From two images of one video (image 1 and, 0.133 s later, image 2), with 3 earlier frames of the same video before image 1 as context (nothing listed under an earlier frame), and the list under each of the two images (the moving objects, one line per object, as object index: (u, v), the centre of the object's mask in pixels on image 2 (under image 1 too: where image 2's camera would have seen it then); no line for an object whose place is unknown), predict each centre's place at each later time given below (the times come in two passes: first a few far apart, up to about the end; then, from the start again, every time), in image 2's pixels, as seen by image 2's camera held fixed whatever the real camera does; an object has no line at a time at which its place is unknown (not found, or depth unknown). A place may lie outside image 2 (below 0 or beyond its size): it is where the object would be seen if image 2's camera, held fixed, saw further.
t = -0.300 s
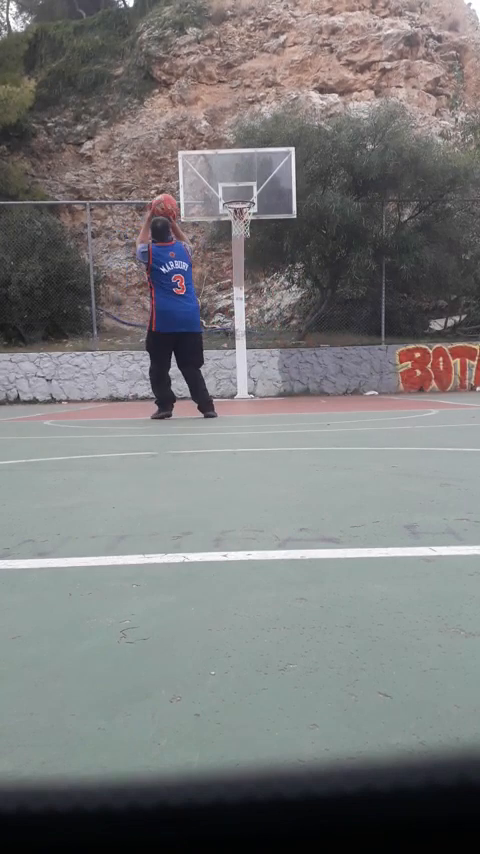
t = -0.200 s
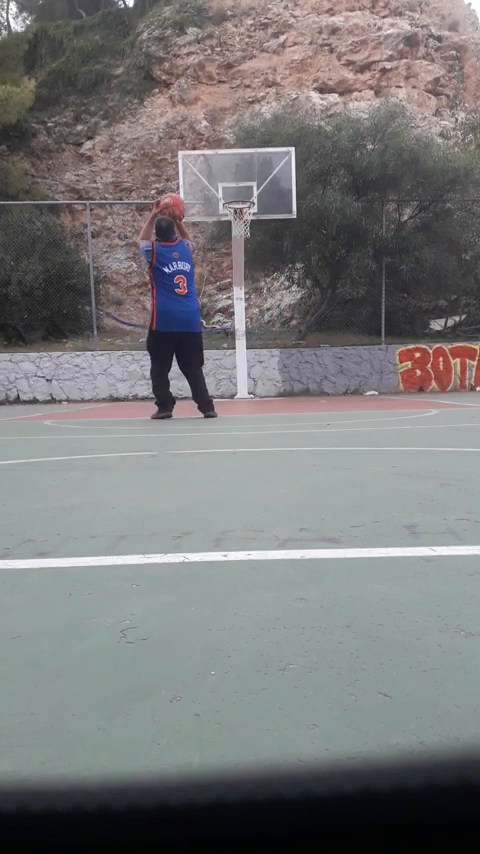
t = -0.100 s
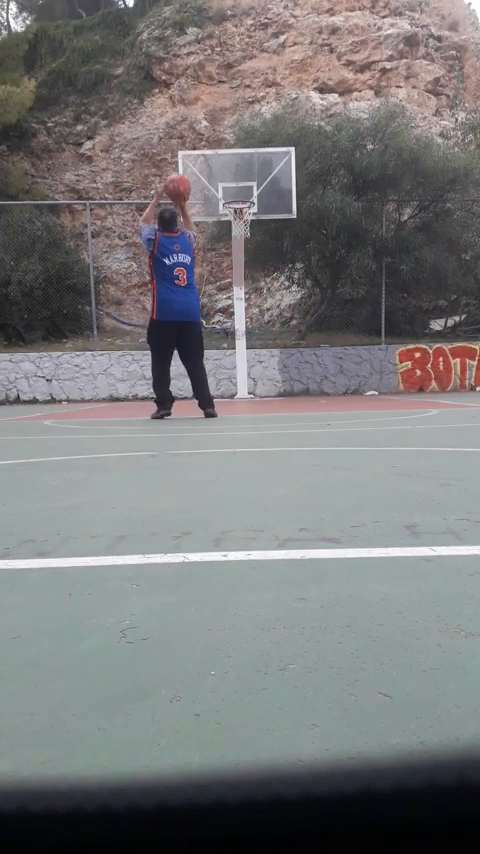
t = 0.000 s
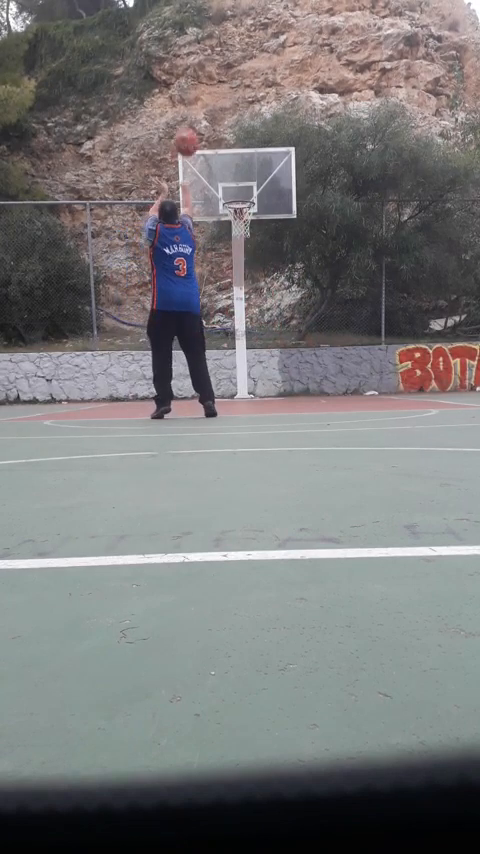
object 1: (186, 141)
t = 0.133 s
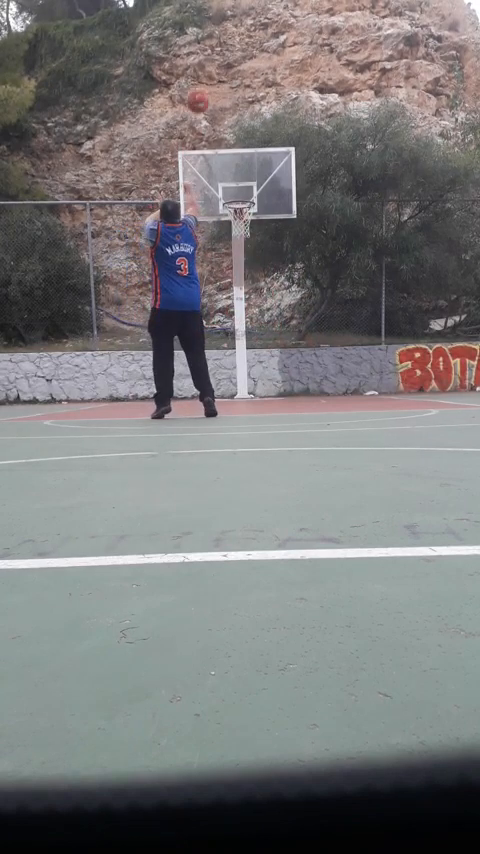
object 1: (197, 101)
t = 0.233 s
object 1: (205, 83)
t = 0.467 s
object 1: (222, 82)
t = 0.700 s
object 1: (237, 121)
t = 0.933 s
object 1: (250, 187)
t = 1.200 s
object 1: (232, 162)
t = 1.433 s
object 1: (216, 154)
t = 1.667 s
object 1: (201, 186)
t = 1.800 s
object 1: (193, 221)
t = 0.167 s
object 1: (200, 93)
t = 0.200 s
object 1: (203, 87)
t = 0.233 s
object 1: (205, 83)
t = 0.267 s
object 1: (207, 80)
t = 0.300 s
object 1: (210, 77)
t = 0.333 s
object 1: (213, 76)
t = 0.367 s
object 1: (215, 76)
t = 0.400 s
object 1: (217, 77)
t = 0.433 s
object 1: (220, 79)
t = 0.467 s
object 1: (222, 82)
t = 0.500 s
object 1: (224, 85)
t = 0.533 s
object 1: (227, 89)
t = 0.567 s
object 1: (229, 95)
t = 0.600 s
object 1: (231, 101)
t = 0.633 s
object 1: (233, 107)
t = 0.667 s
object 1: (235, 113)
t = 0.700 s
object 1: (237, 121)
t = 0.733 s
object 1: (240, 129)
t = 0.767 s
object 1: (241, 137)
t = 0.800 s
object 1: (243, 146)
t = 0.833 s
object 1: (245, 157)
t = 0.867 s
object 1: (247, 167)
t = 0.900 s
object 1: (248, 176)
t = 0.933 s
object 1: (250, 187)
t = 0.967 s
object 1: (251, 196)
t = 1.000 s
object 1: (248, 189)
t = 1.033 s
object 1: (246, 183)
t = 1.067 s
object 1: (242, 177)
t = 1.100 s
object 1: (239, 173)
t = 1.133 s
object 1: (237, 168)
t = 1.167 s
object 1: (234, 165)
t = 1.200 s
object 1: (232, 162)
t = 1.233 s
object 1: (230, 158)
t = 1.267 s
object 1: (227, 156)
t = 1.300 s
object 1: (225, 153)
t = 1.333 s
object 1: (223, 153)
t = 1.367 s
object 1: (220, 153)
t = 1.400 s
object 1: (218, 153)
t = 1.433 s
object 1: (216, 154)
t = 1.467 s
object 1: (214, 157)
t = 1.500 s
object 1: (212, 160)
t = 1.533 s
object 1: (210, 164)
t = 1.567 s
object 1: (207, 168)
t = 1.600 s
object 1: (205, 173)
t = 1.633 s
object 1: (203, 179)
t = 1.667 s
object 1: (201, 186)
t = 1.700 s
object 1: (200, 193)
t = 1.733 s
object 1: (197, 202)
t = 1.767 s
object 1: (196, 211)
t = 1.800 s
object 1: (193, 221)
